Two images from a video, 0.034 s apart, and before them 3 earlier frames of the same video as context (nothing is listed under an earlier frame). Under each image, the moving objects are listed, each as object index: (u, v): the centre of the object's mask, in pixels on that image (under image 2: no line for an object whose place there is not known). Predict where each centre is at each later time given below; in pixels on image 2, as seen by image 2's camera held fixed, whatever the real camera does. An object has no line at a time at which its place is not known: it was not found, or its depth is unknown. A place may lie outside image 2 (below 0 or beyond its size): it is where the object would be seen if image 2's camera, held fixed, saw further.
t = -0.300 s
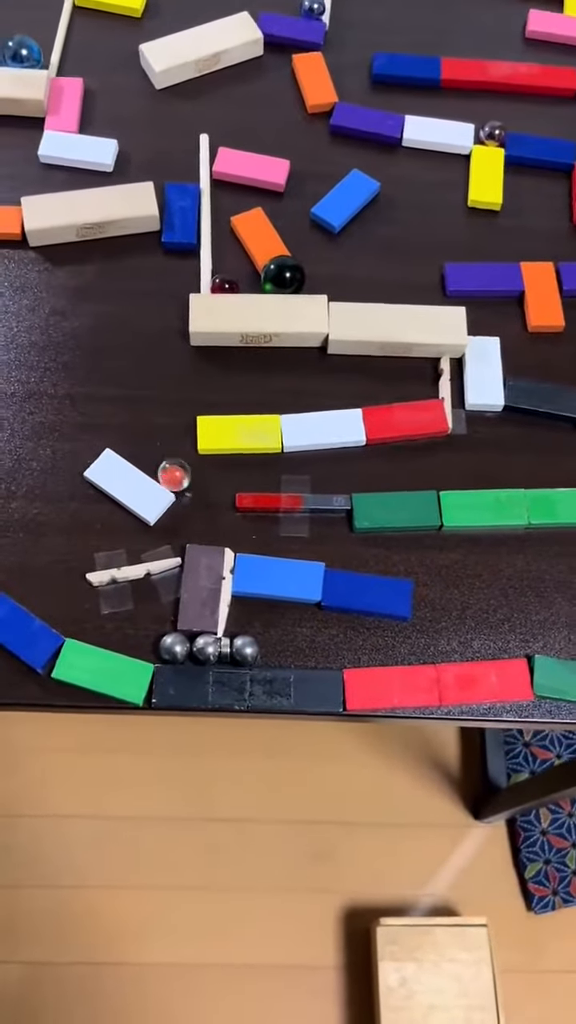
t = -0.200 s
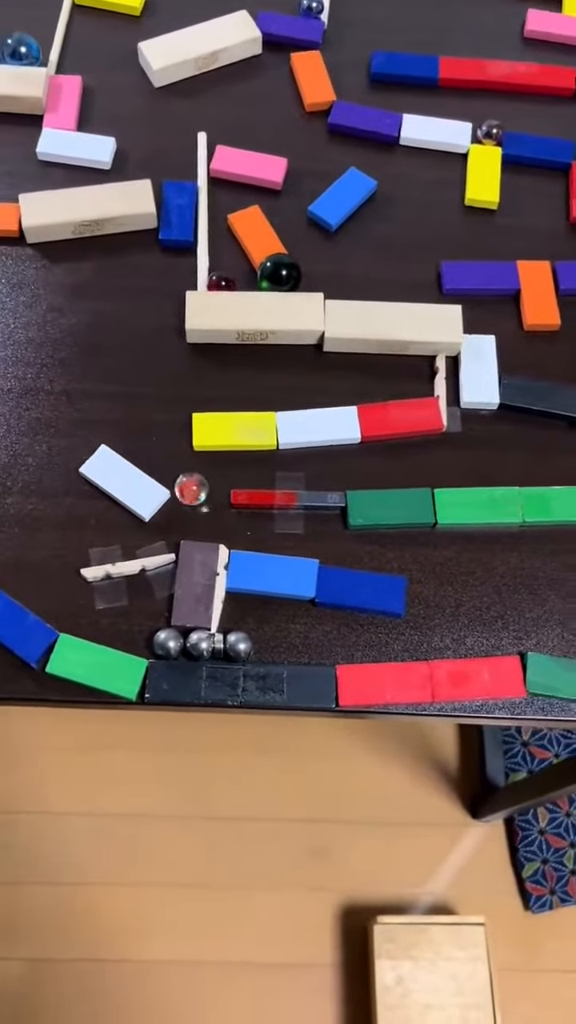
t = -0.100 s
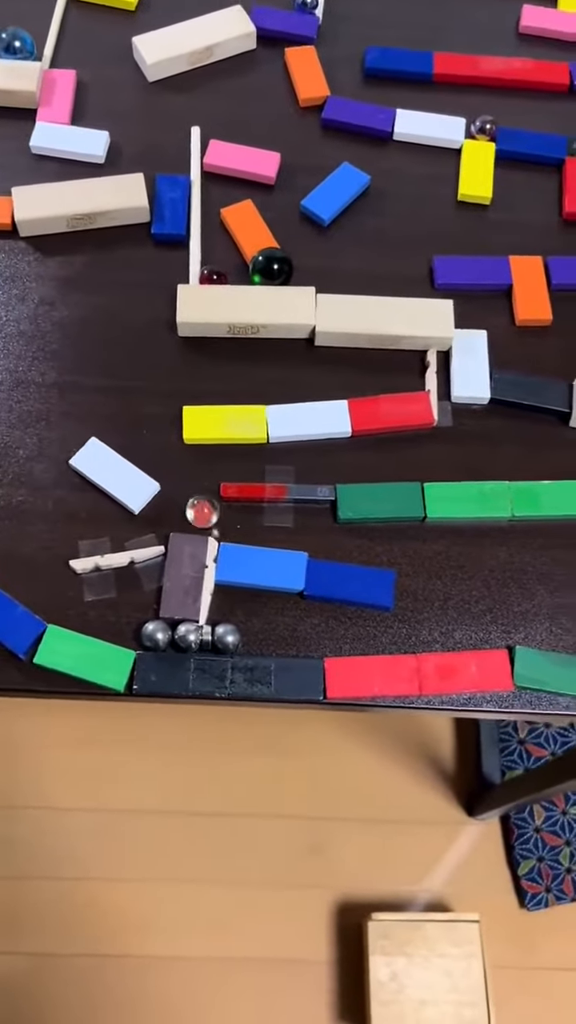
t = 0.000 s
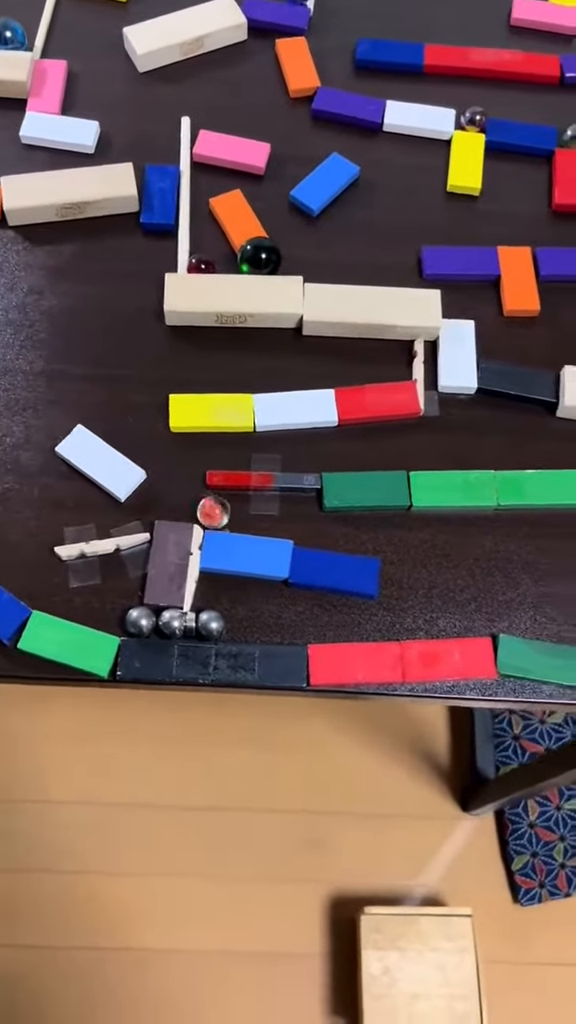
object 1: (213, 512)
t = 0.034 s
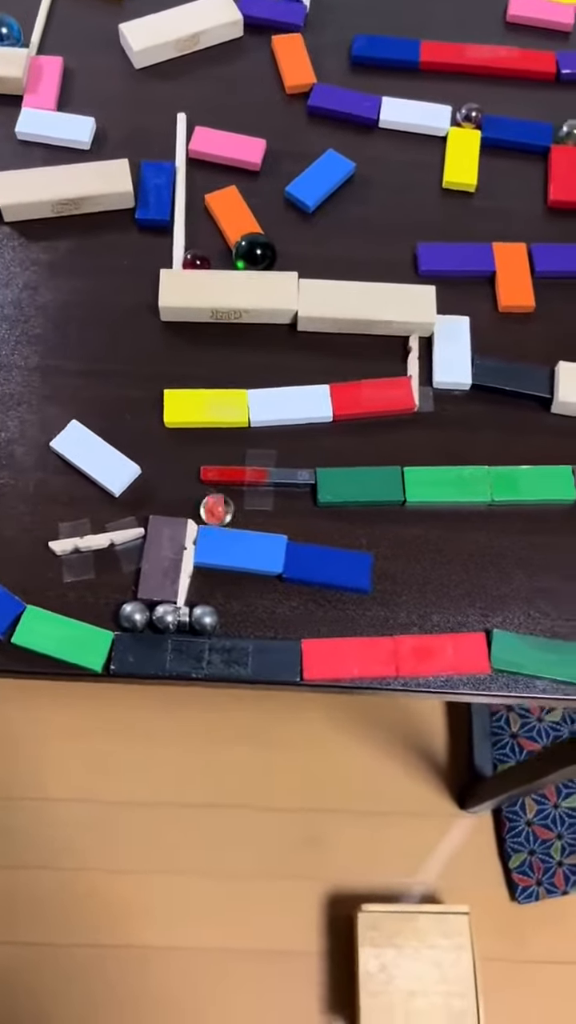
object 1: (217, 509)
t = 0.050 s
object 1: (221, 510)
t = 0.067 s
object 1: (226, 511)
